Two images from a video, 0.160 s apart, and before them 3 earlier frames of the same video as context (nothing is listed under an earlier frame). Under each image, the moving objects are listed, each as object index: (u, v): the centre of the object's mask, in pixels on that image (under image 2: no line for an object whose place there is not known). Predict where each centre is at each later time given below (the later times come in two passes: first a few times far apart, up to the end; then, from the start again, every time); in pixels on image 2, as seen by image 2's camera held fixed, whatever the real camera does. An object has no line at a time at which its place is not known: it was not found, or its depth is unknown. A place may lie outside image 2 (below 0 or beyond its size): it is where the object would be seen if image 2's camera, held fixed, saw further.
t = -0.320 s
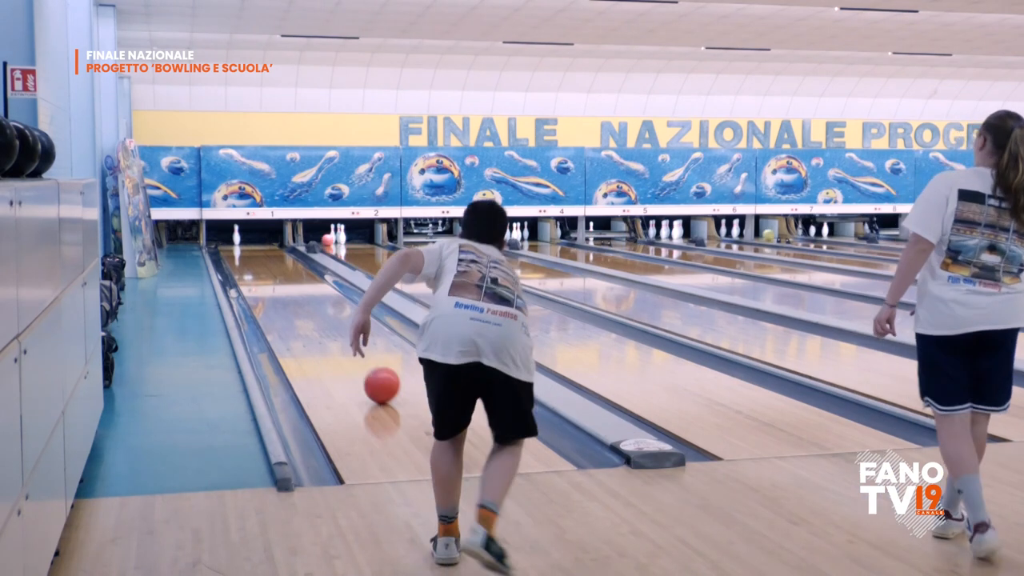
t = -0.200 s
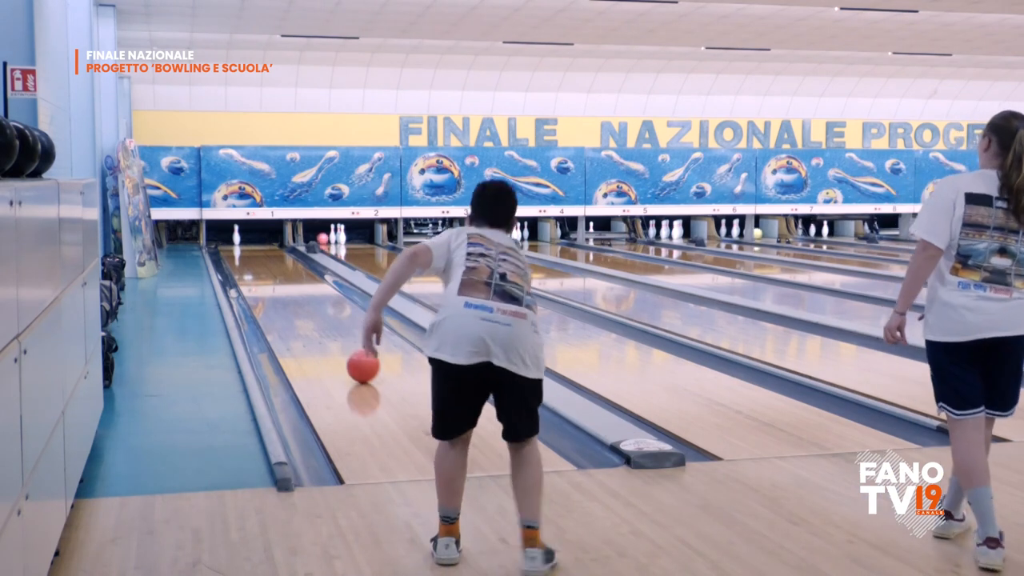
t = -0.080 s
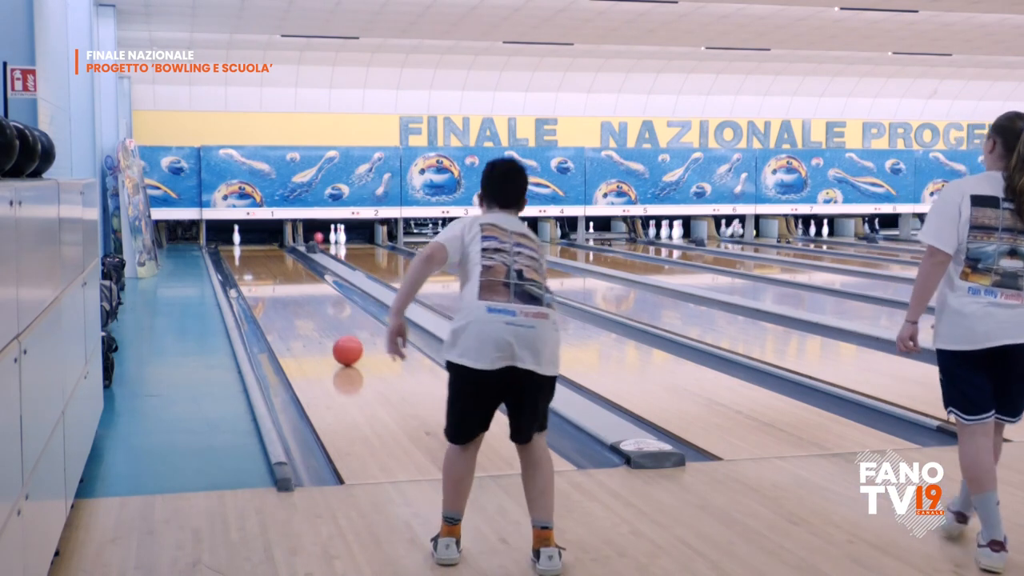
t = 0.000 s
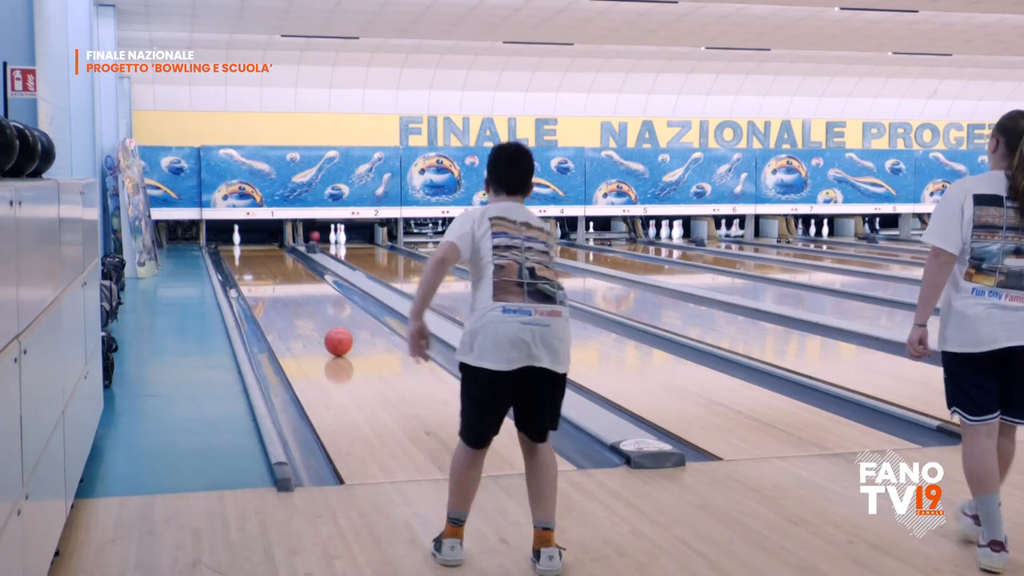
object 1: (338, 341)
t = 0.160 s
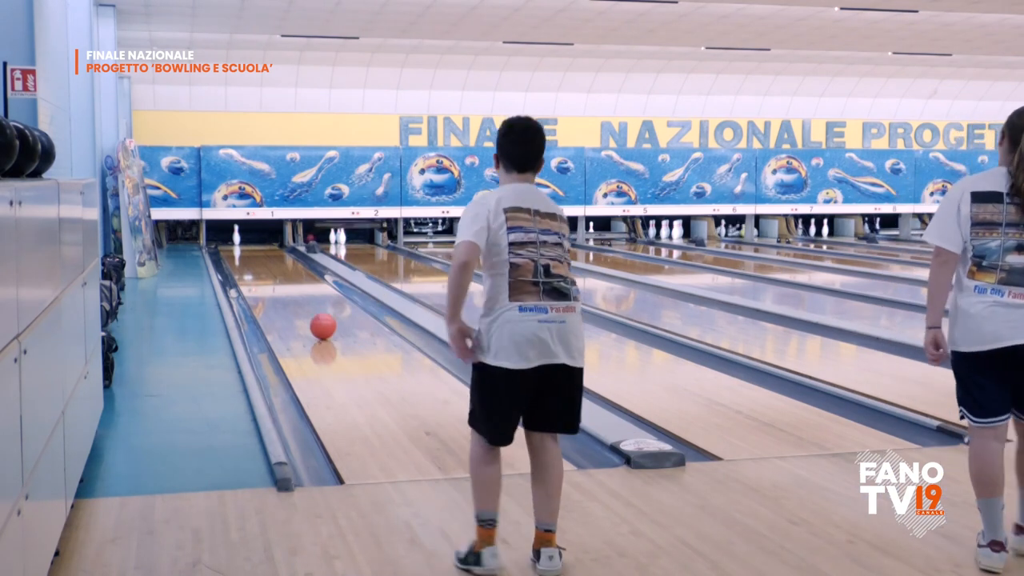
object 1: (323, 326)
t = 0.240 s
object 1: (316, 320)
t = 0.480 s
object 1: (299, 304)
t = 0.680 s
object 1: (288, 293)
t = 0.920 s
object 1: (277, 282)
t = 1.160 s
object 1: (267, 274)
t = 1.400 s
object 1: (259, 267)
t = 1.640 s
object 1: (252, 262)
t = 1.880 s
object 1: (246, 257)
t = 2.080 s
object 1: (240, 253)
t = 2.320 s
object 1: (235, 250)
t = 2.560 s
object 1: (230, 246)
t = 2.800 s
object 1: (225, 243)
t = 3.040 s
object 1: (221, 240)
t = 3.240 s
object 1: (217, 238)
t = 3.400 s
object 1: (217, 237)
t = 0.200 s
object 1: (319, 323)
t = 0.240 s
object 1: (316, 320)
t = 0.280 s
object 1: (313, 317)
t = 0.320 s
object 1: (310, 314)
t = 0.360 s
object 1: (307, 312)
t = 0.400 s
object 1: (305, 309)
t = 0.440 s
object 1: (302, 306)
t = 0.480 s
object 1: (299, 304)
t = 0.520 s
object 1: (297, 301)
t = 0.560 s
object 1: (295, 299)
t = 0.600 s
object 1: (292, 297)
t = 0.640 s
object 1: (290, 295)
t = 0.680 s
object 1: (288, 293)
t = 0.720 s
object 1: (286, 291)
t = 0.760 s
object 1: (284, 288)
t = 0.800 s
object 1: (282, 287)
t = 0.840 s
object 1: (280, 285)
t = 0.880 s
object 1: (278, 283)
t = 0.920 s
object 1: (277, 282)
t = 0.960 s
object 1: (275, 280)
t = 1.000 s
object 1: (273, 279)
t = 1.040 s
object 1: (272, 278)
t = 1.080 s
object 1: (270, 276)
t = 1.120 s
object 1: (269, 275)
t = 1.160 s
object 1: (267, 274)
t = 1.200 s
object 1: (266, 272)
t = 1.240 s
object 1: (264, 271)
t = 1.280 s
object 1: (263, 270)
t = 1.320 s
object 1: (262, 269)
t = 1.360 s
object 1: (260, 268)
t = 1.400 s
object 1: (259, 267)
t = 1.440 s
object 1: (258, 266)
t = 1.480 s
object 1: (257, 265)
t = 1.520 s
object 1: (255, 264)
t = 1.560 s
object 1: (254, 263)
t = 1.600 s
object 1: (253, 262)
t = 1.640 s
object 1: (252, 262)
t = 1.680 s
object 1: (251, 261)
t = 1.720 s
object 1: (250, 260)
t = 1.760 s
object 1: (248, 259)
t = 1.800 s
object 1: (248, 258)
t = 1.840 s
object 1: (246, 258)
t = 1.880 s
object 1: (246, 257)
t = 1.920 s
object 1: (245, 256)
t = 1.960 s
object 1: (244, 256)
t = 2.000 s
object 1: (242, 255)
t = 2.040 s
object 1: (241, 254)
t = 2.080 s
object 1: (240, 253)
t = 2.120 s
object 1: (240, 252)
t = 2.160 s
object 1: (239, 252)
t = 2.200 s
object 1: (238, 252)
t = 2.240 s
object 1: (237, 251)
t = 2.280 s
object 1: (237, 250)
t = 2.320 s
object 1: (235, 250)
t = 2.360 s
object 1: (234, 249)
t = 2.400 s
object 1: (234, 248)
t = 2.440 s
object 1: (232, 247)
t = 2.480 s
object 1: (231, 247)
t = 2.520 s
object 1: (230, 246)
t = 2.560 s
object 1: (230, 246)
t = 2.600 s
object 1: (229, 245)
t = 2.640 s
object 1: (228, 245)
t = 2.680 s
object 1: (227, 245)
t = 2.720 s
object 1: (227, 244)
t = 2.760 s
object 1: (227, 244)
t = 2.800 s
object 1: (225, 243)
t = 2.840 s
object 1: (224, 243)
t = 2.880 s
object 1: (224, 242)
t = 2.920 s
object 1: (223, 241)
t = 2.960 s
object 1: (223, 241)
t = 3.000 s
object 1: (222, 241)
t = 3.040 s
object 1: (221, 240)
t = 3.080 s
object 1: (220, 240)
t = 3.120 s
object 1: (220, 239)
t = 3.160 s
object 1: (219, 239)
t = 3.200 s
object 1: (218, 239)
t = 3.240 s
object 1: (217, 238)
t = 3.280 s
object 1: (217, 236)
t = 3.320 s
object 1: (217, 237)
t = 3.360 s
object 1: (217, 236)
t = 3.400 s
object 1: (217, 237)
